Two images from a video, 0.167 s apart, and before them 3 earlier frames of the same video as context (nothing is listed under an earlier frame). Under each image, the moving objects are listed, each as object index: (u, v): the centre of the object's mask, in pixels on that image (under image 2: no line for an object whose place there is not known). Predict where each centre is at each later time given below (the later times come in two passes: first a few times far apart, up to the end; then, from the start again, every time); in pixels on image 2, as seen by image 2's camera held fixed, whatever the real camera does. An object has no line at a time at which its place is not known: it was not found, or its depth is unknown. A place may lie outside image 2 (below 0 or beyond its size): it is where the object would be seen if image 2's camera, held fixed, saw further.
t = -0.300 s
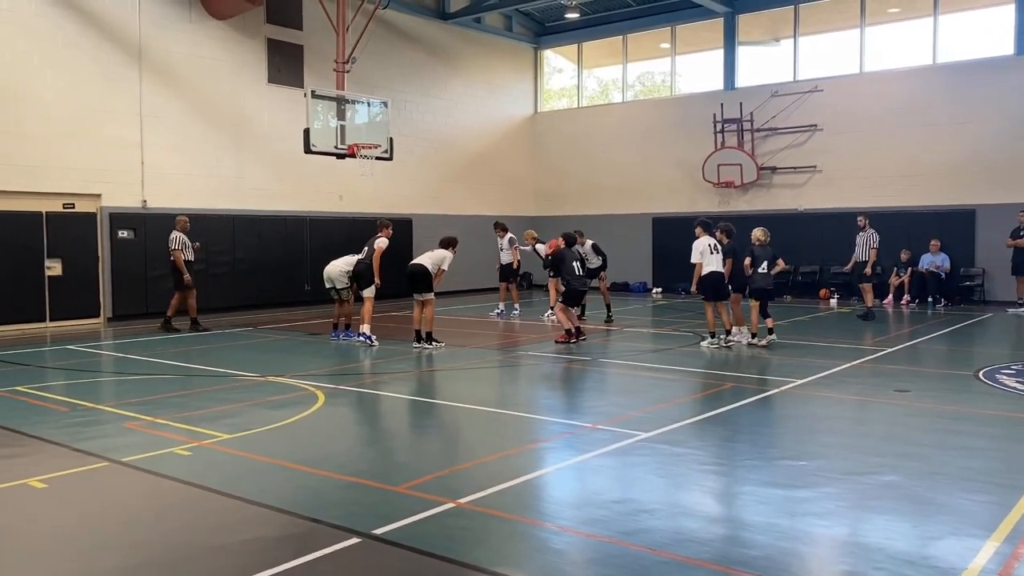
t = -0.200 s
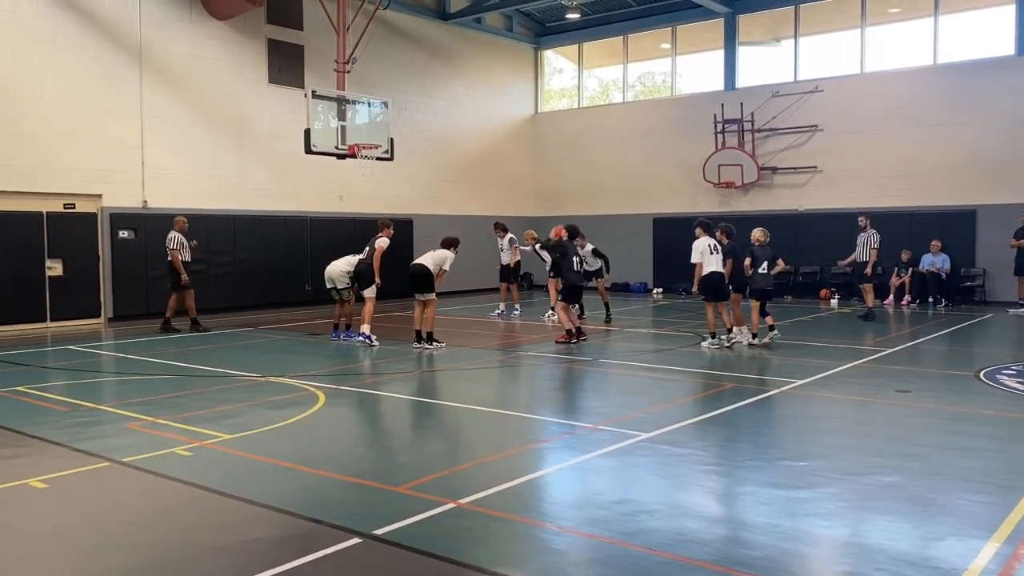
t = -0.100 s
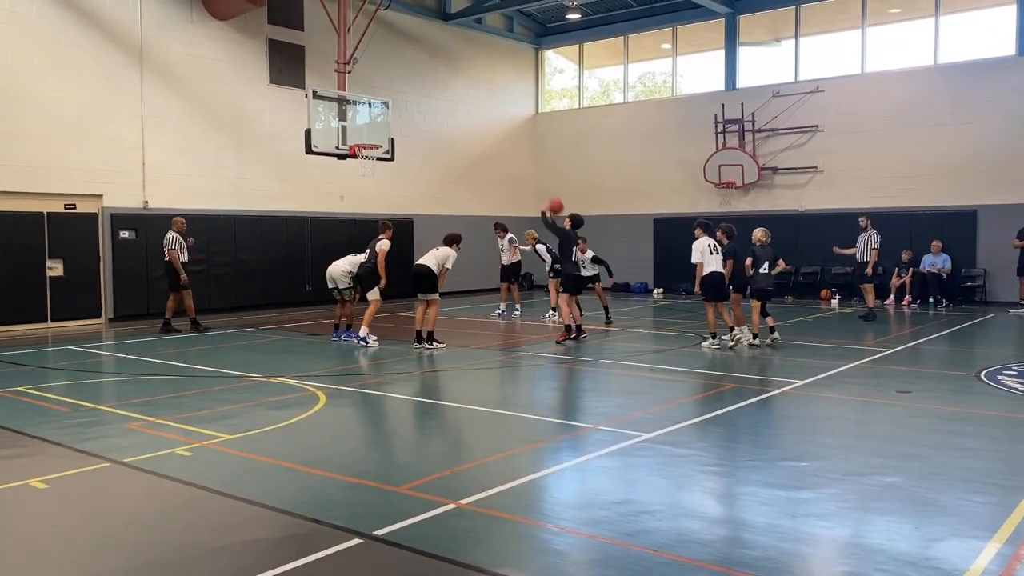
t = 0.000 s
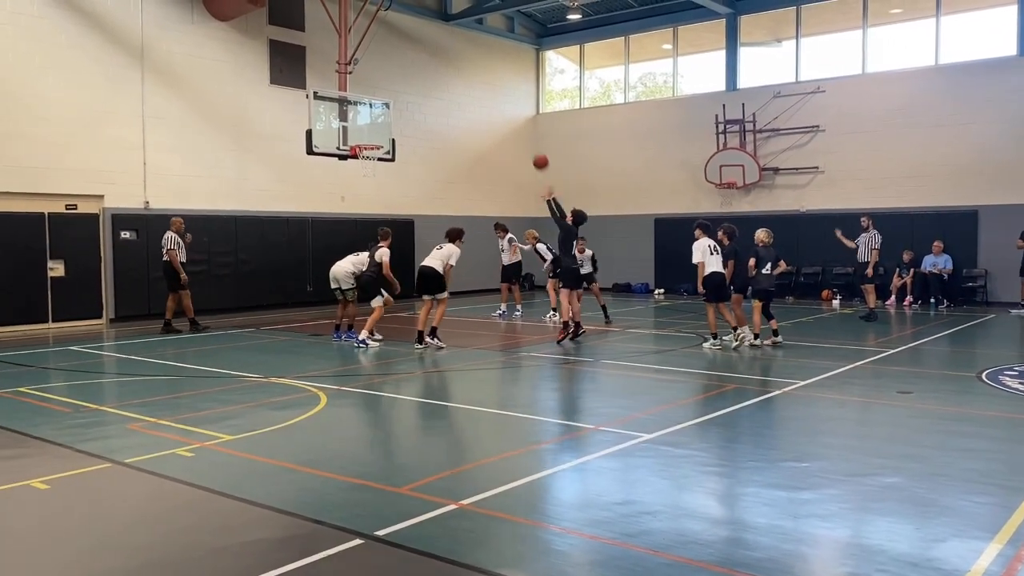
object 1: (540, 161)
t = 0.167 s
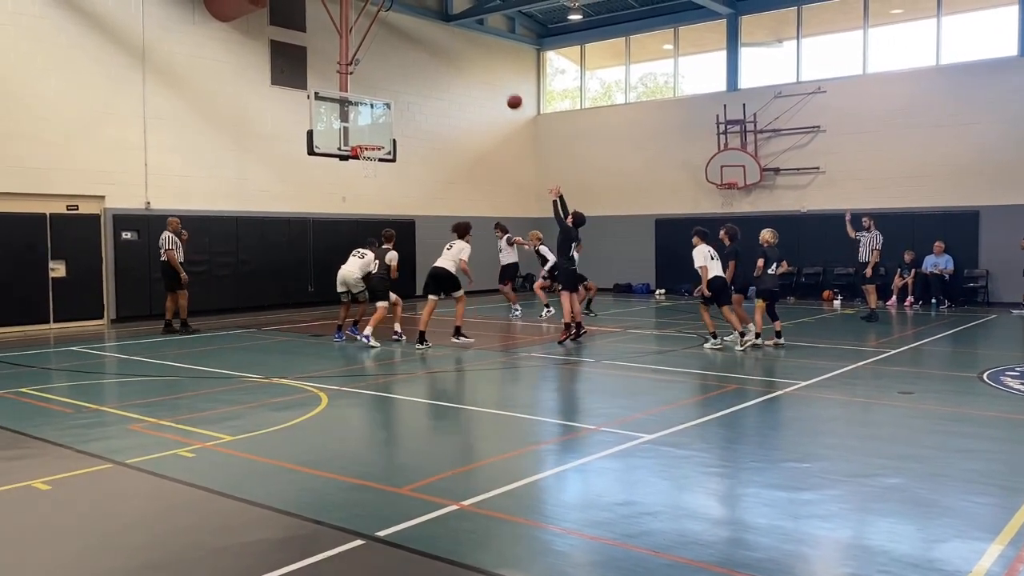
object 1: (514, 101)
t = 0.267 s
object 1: (499, 75)
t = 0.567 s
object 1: (456, 40)
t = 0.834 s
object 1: (422, 57)
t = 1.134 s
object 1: (389, 123)
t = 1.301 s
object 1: (383, 126)
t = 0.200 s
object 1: (509, 92)
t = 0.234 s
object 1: (504, 83)
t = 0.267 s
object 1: (499, 75)
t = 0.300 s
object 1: (494, 68)
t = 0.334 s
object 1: (489, 62)
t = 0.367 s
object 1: (484, 56)
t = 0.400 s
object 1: (479, 52)
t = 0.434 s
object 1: (474, 48)
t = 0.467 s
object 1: (470, 45)
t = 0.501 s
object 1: (465, 42)
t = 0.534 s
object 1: (461, 41)
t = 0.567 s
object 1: (456, 40)
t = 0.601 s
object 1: (452, 40)
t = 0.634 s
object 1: (447, 40)
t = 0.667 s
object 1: (443, 41)
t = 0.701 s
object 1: (439, 43)
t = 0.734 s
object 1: (435, 46)
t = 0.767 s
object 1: (430, 49)
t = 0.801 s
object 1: (426, 53)
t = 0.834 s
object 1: (422, 57)
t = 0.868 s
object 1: (418, 62)
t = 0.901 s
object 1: (414, 68)
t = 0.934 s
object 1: (410, 74)
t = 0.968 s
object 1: (407, 81)
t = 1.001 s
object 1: (403, 88)
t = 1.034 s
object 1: (399, 96)
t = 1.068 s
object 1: (396, 105)
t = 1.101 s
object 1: (393, 114)
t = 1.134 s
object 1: (389, 123)
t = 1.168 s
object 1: (386, 133)
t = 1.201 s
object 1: (383, 141)
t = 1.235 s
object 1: (383, 135)
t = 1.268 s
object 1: (383, 130)
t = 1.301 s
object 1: (383, 126)
